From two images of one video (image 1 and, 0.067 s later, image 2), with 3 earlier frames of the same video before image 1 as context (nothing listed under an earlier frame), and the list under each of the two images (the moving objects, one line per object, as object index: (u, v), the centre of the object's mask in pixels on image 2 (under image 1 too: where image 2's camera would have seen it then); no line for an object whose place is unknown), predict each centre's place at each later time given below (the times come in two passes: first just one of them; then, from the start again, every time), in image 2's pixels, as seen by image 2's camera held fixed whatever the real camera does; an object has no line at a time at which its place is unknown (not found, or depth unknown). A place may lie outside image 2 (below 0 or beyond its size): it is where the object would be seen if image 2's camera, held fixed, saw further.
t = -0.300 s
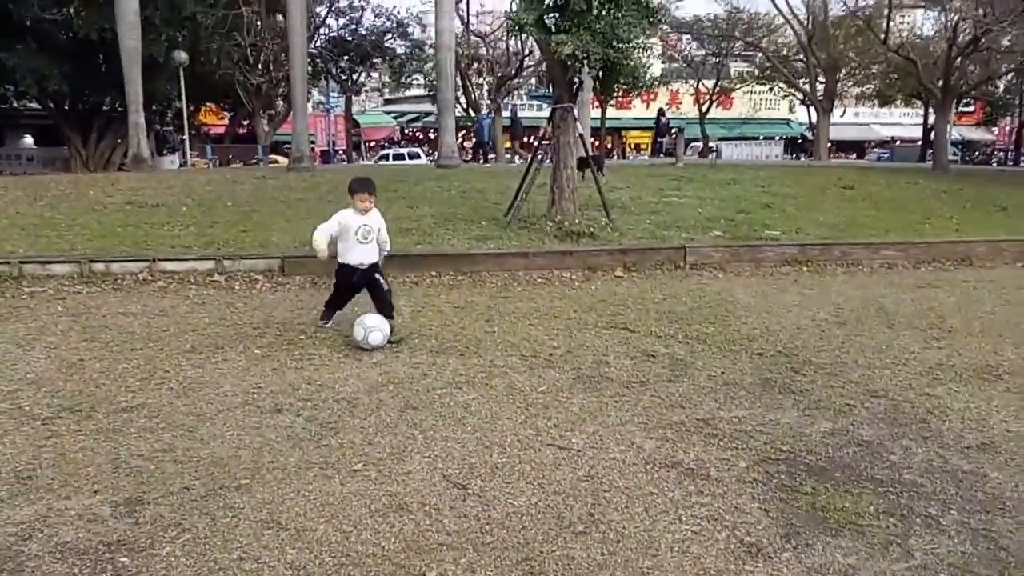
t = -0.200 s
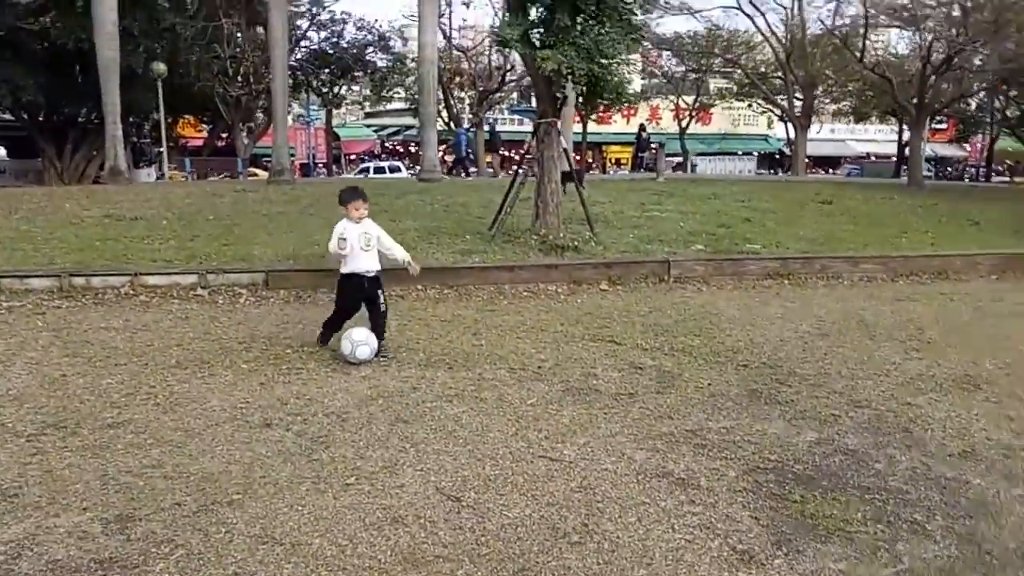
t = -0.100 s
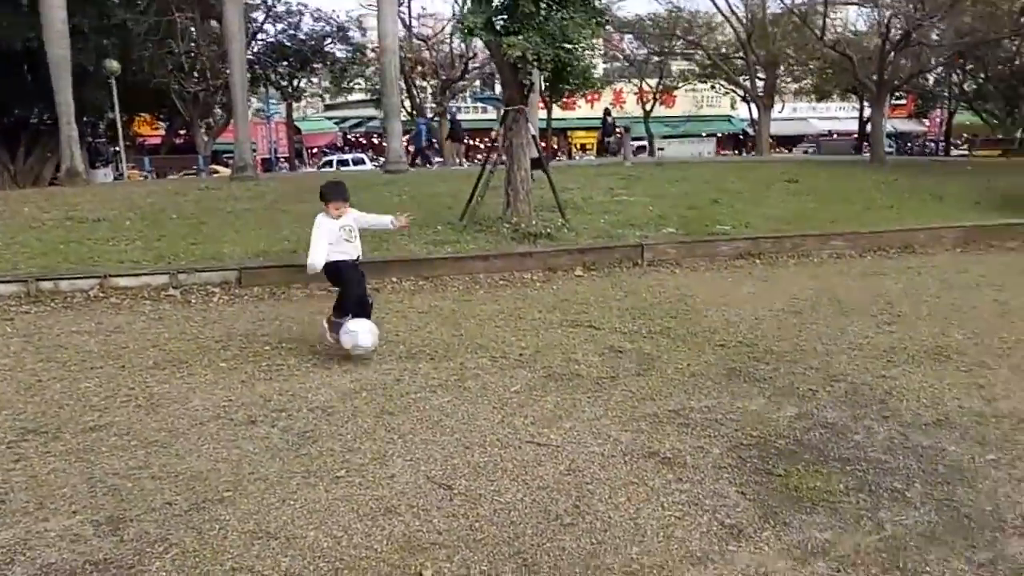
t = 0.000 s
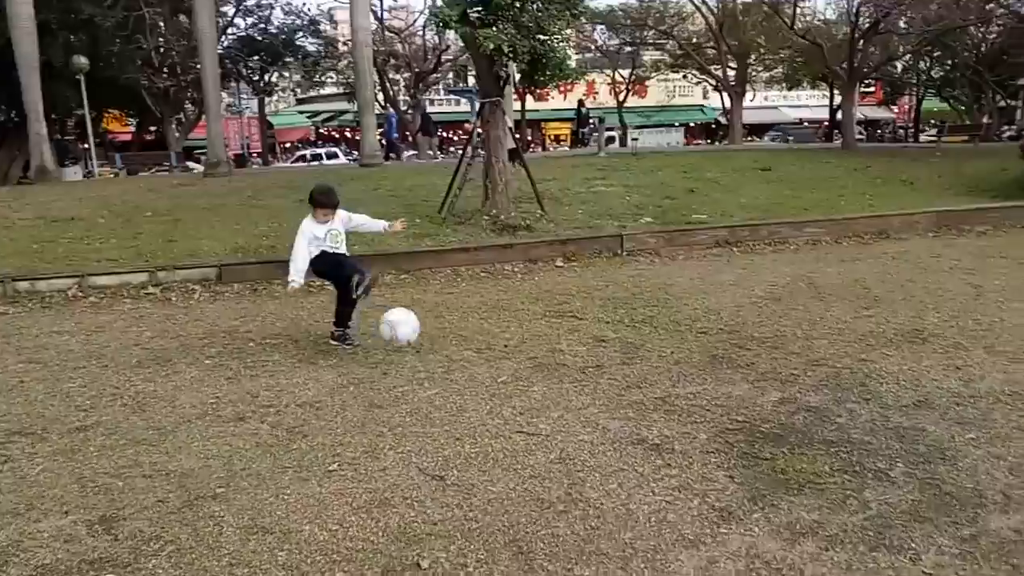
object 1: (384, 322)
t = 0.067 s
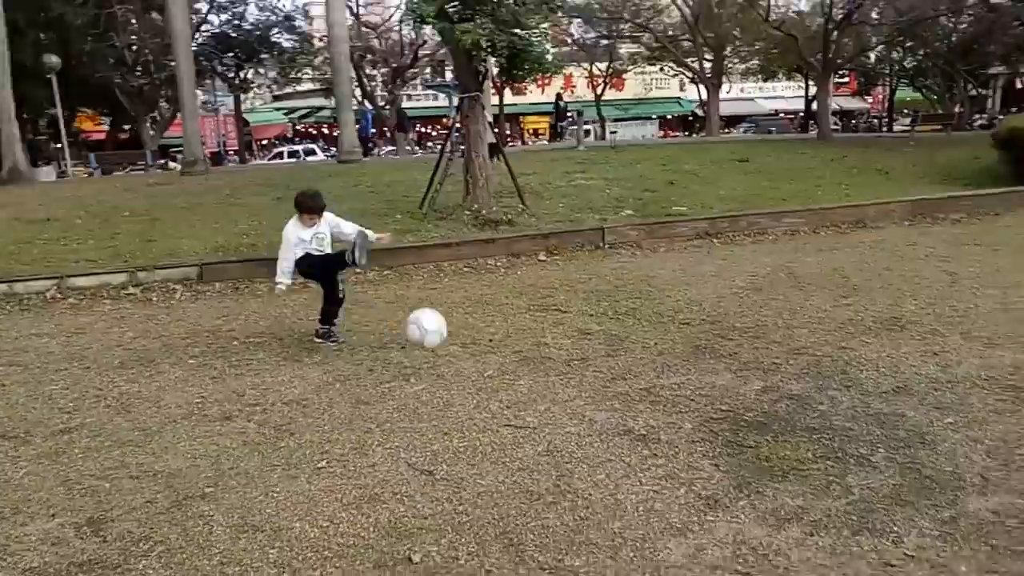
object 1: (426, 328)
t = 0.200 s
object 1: (525, 369)
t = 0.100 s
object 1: (450, 332)
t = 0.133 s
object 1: (474, 342)
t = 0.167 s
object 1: (499, 354)
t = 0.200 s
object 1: (525, 369)
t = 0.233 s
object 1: (548, 377)
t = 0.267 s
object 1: (569, 370)
